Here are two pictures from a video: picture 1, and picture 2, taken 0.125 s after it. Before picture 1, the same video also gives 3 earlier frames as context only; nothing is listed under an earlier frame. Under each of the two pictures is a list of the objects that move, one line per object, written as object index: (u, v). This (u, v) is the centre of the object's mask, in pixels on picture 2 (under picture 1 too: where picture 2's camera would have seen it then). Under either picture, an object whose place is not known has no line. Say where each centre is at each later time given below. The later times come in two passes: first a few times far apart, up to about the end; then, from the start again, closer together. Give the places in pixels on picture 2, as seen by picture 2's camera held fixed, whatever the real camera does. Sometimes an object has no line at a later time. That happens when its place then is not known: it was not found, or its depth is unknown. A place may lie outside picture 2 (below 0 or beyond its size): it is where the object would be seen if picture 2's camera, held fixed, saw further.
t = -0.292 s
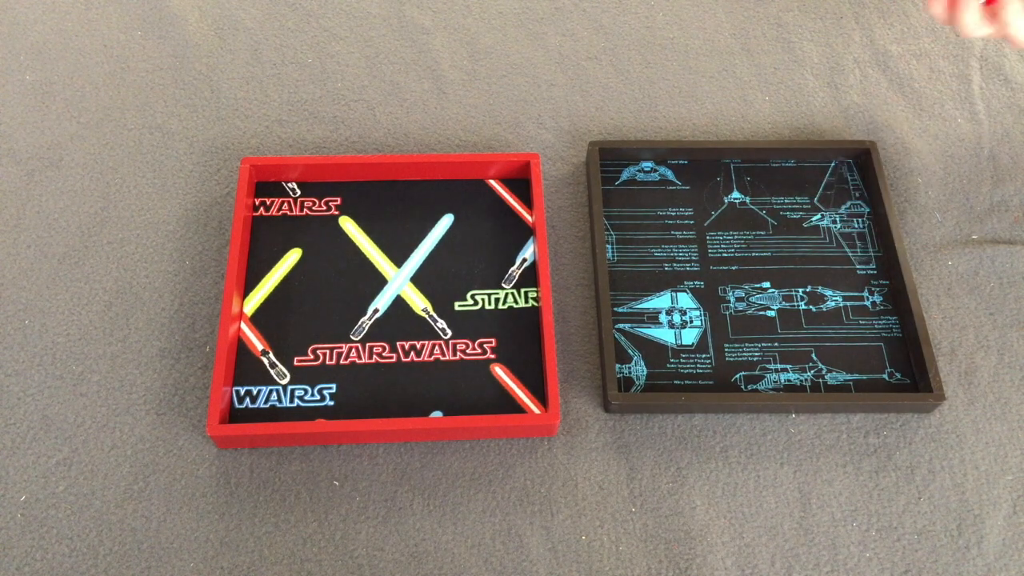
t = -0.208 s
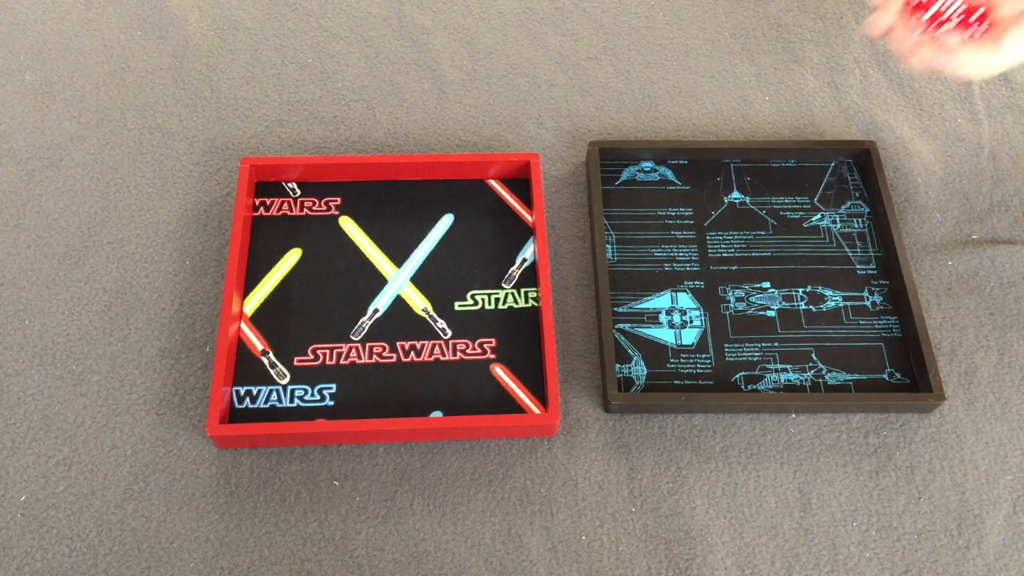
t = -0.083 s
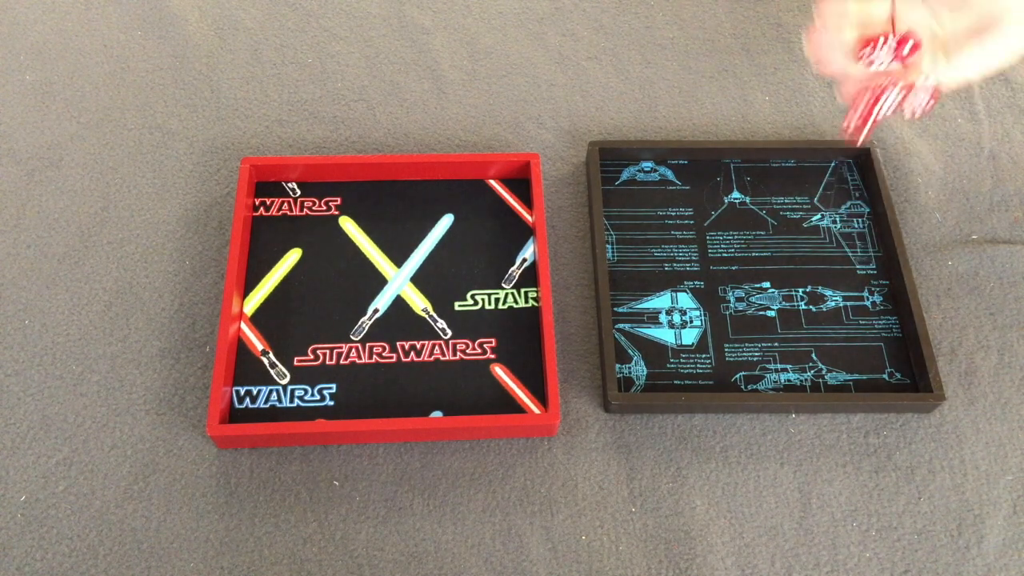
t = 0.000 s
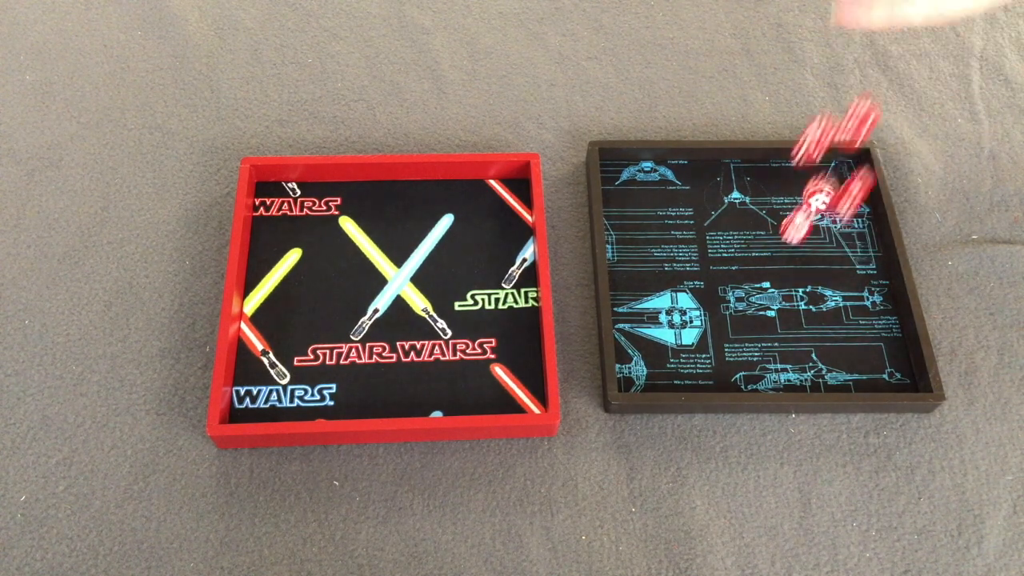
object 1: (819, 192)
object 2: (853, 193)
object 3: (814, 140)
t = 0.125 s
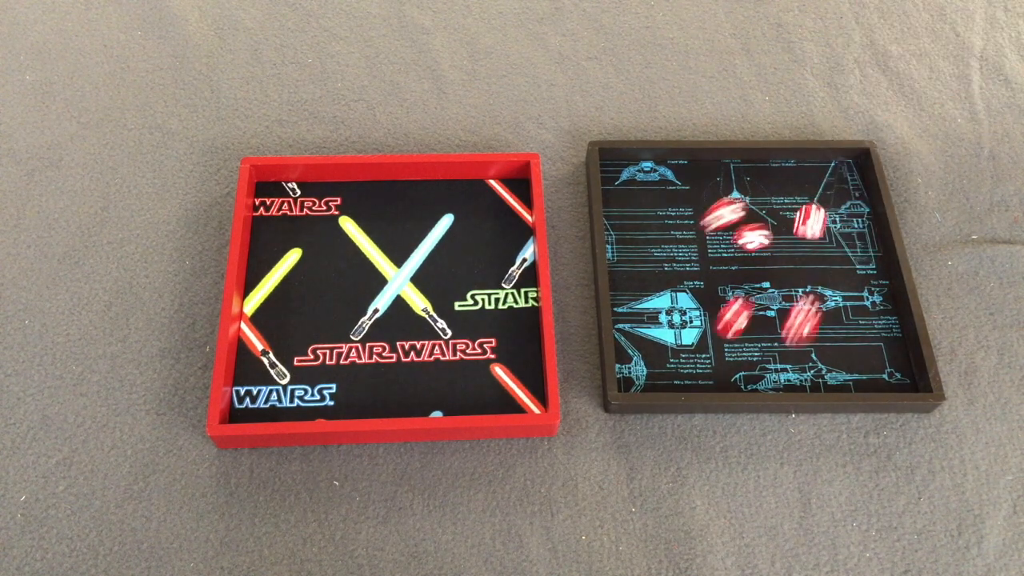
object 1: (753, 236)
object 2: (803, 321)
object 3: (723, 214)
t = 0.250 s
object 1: (685, 243)
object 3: (639, 263)
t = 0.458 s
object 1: (641, 279)
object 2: (639, 332)
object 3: (654, 305)
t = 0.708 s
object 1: (626, 280)
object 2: (639, 334)
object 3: (662, 316)
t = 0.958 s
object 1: (626, 280)
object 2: (639, 334)
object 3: (661, 314)
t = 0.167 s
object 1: (726, 238)
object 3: (690, 236)
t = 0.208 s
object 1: (705, 240)
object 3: (667, 245)
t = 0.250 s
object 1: (685, 243)
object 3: (639, 263)
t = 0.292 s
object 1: (668, 249)
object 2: (663, 354)
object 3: (625, 275)
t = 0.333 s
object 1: (657, 256)
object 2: (639, 343)
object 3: (635, 289)
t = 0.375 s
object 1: (650, 264)
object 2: (632, 335)
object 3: (646, 303)
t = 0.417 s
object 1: (646, 272)
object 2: (638, 331)
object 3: (654, 308)
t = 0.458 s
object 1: (641, 279)
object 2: (639, 332)
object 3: (654, 305)
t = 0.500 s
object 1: (632, 279)
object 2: (639, 334)
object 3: (659, 307)
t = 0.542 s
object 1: (627, 280)
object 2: (639, 334)
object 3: (663, 309)
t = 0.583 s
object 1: (626, 280)
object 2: (639, 334)
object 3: (665, 311)
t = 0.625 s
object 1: (626, 280)
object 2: (639, 334)
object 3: (666, 315)
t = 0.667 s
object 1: (626, 280)
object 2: (639, 334)
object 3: (665, 317)
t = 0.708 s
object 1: (626, 280)
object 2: (639, 334)
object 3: (662, 316)
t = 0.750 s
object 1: (626, 280)
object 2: (639, 334)
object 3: (661, 315)
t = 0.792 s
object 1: (626, 280)
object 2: (639, 334)
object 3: (661, 315)
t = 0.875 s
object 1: (626, 280)
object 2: (639, 334)
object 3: (661, 315)
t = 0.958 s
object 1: (626, 280)
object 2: (639, 334)
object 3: (661, 314)
